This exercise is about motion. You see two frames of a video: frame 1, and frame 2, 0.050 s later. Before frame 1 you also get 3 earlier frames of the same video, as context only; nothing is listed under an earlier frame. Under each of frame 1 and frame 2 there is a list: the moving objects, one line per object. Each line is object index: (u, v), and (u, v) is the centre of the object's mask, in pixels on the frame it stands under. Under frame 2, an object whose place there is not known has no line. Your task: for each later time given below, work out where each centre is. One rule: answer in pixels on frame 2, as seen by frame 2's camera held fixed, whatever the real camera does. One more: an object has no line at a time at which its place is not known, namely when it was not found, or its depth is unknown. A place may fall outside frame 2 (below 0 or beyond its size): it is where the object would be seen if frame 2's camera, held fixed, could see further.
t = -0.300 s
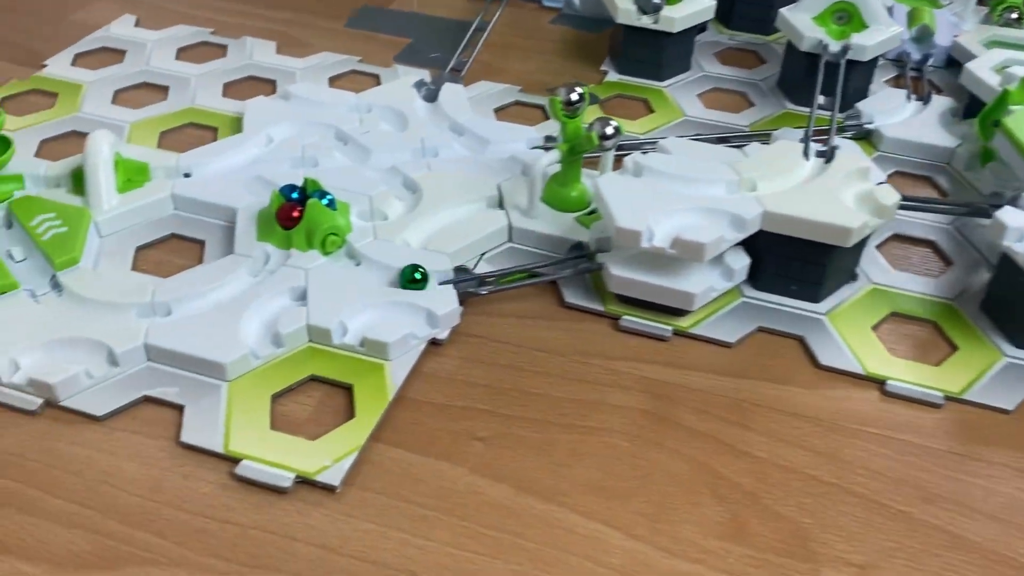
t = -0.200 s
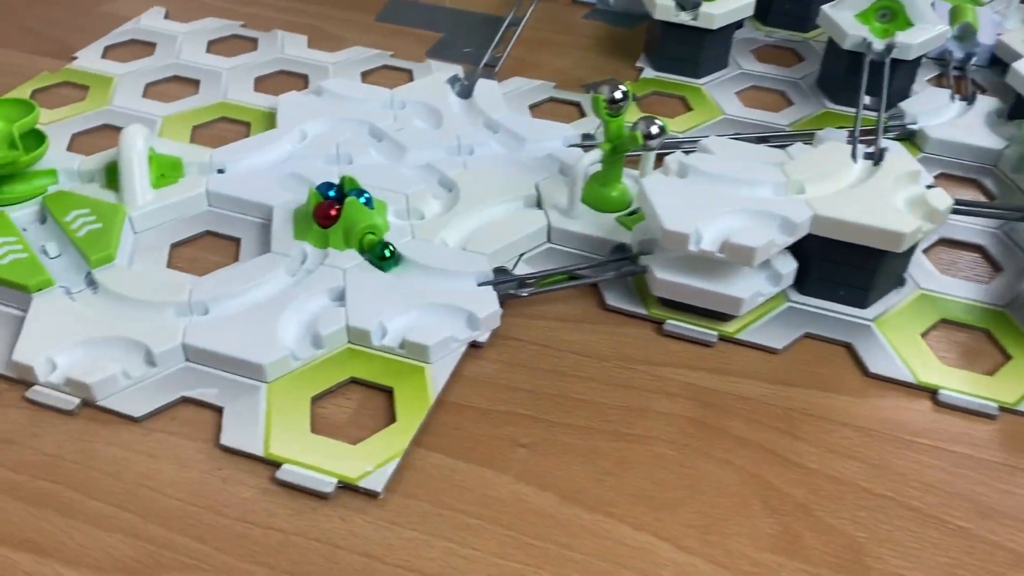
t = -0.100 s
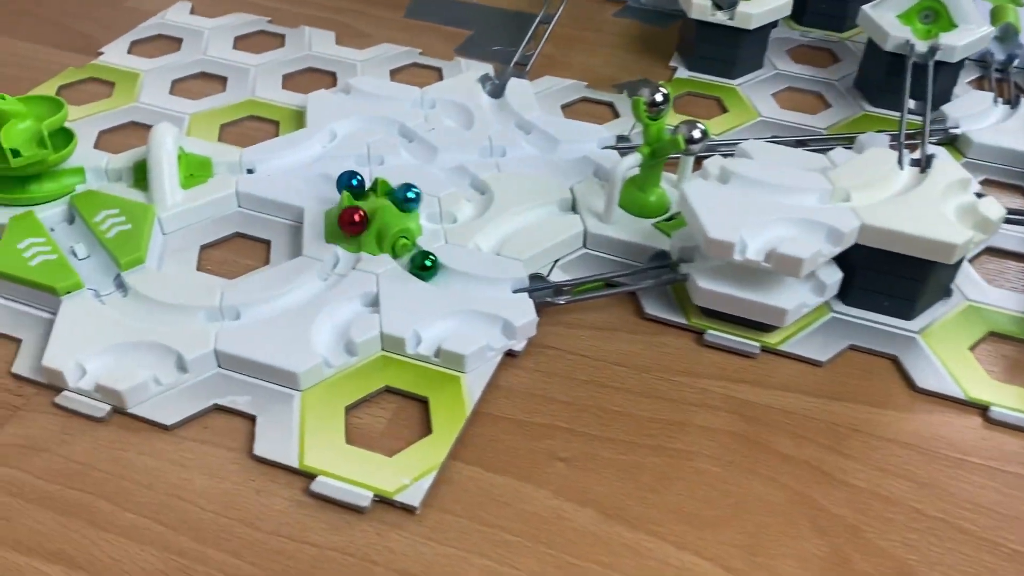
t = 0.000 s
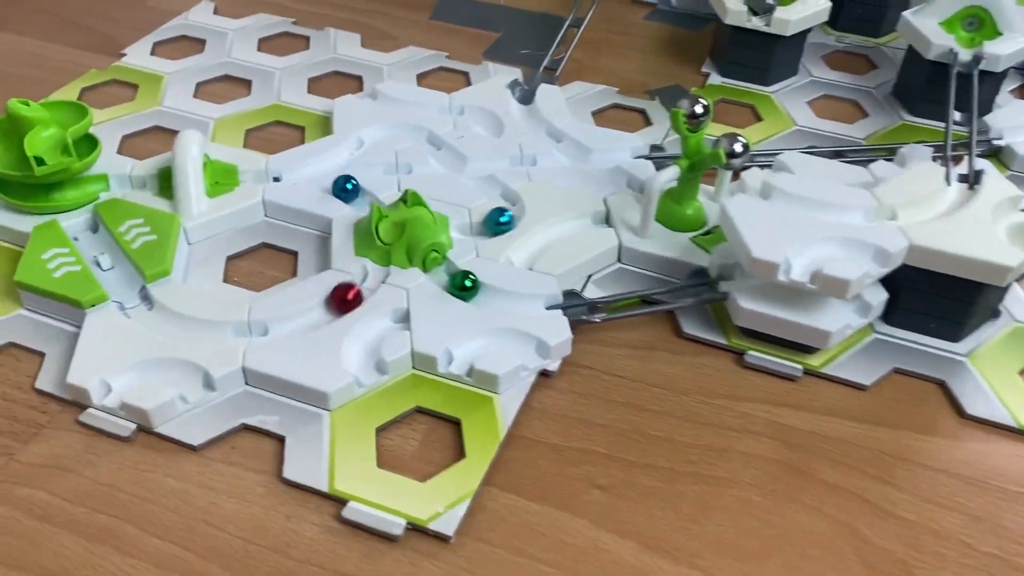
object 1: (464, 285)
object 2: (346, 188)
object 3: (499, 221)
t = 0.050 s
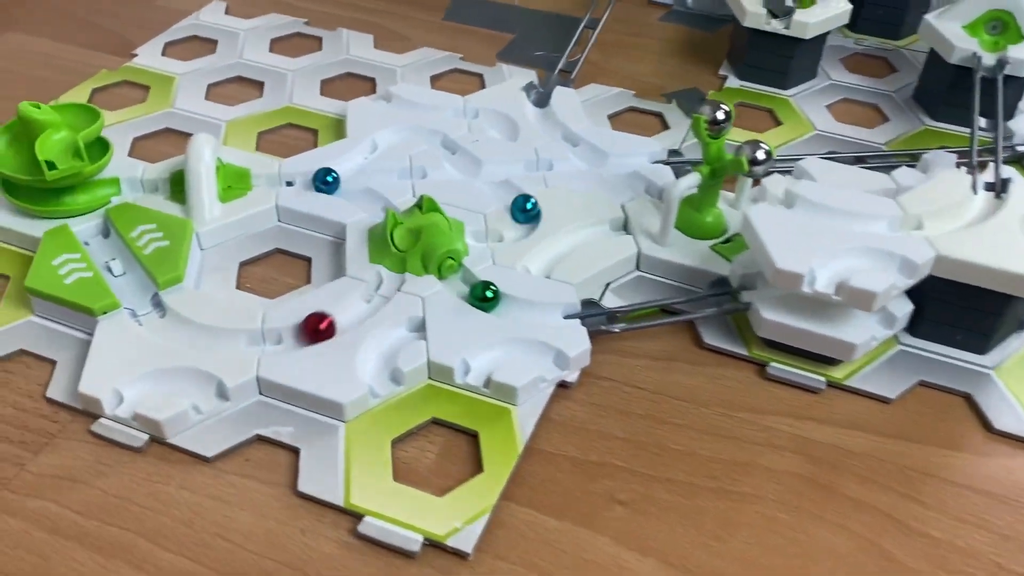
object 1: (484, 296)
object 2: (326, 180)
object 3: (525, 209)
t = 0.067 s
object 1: (486, 296)
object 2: (315, 178)
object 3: (520, 202)
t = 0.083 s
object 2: (303, 174)
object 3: (515, 197)
